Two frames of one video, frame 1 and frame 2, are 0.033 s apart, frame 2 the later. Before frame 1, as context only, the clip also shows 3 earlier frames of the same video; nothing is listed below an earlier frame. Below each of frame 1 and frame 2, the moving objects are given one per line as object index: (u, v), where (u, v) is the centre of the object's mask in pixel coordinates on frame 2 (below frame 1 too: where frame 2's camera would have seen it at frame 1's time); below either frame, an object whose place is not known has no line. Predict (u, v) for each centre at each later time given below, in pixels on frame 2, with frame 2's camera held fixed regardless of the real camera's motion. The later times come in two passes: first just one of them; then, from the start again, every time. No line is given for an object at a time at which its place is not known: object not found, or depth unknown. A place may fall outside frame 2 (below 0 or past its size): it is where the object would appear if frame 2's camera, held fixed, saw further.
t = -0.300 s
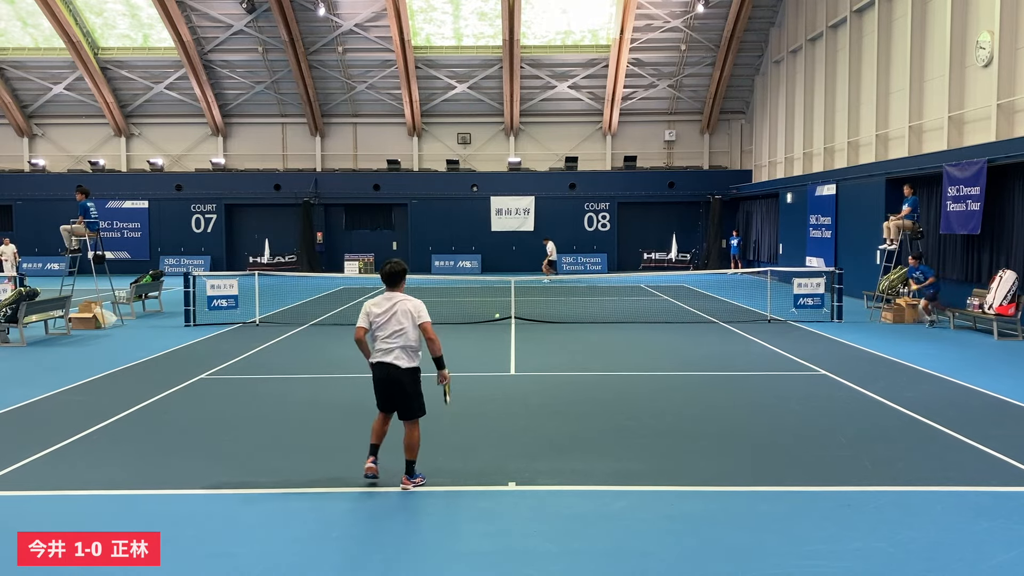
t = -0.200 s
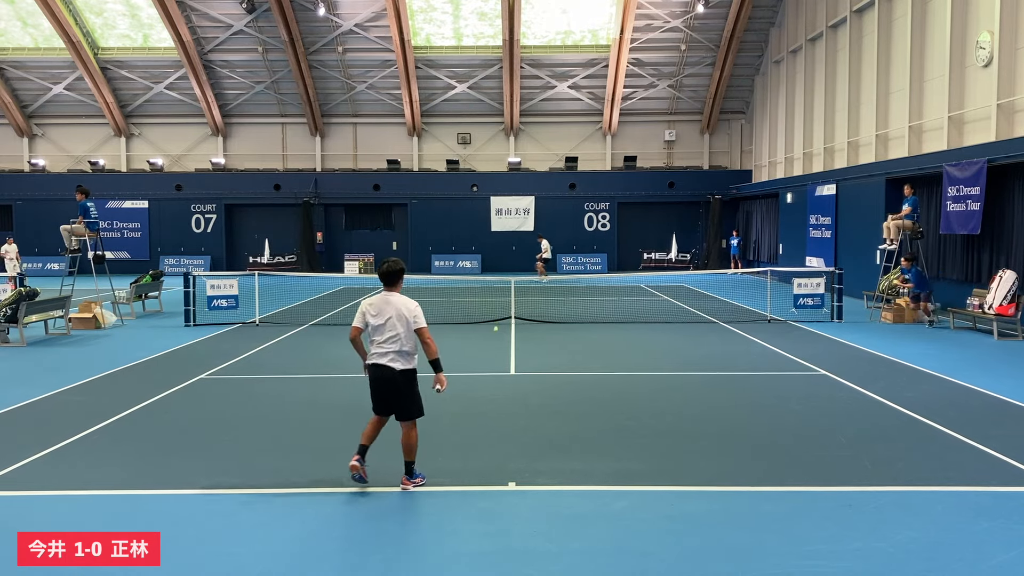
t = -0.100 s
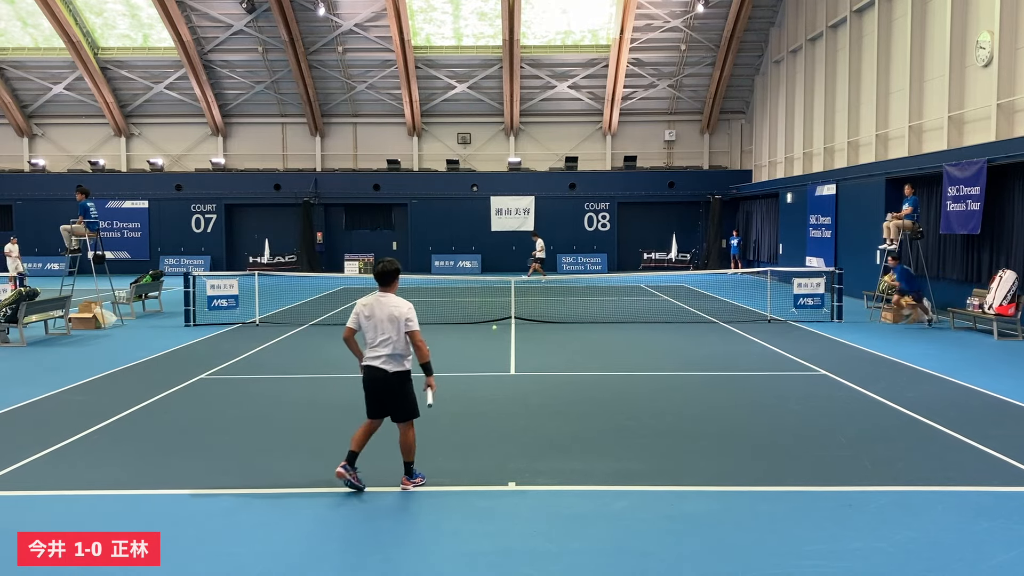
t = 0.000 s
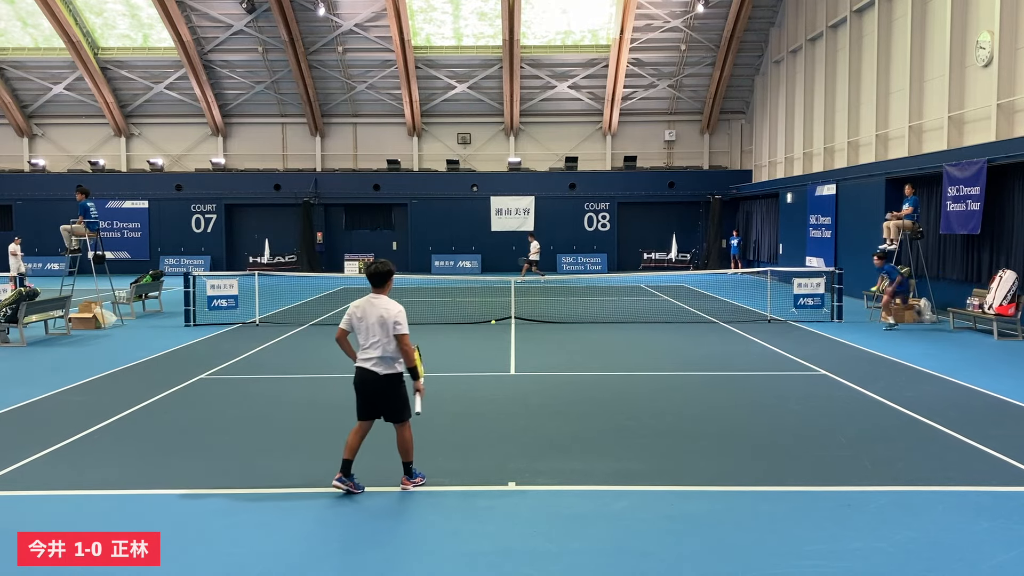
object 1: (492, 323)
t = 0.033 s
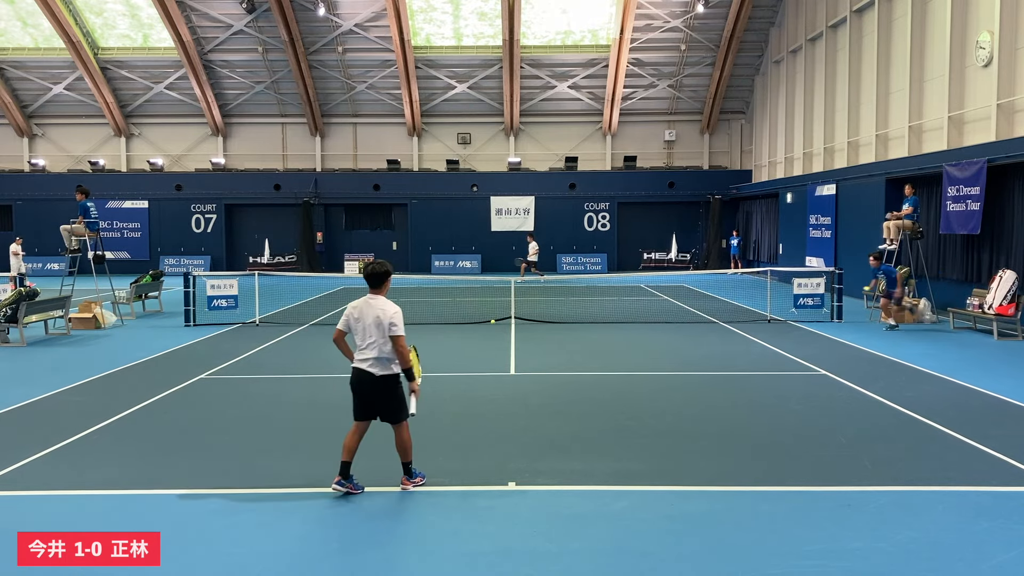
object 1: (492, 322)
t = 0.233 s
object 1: (491, 331)
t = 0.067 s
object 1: (492, 322)
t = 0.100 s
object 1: (492, 323)
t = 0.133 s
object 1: (491, 324)
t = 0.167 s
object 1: (492, 326)
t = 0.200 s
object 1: (491, 328)
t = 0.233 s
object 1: (491, 331)
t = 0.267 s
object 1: (489, 334)
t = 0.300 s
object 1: (489, 339)
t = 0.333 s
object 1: (489, 339)
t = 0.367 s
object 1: (490, 336)
